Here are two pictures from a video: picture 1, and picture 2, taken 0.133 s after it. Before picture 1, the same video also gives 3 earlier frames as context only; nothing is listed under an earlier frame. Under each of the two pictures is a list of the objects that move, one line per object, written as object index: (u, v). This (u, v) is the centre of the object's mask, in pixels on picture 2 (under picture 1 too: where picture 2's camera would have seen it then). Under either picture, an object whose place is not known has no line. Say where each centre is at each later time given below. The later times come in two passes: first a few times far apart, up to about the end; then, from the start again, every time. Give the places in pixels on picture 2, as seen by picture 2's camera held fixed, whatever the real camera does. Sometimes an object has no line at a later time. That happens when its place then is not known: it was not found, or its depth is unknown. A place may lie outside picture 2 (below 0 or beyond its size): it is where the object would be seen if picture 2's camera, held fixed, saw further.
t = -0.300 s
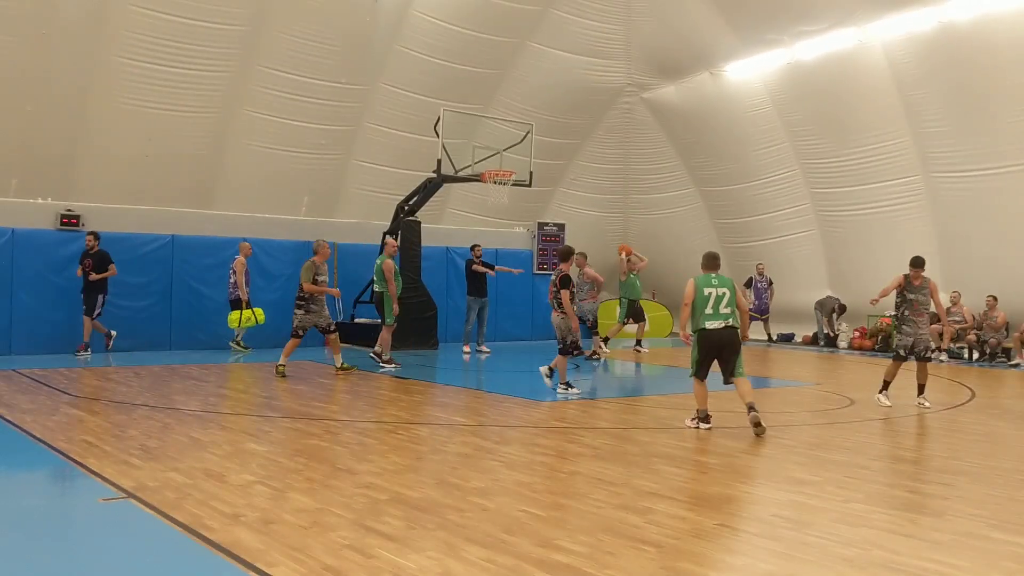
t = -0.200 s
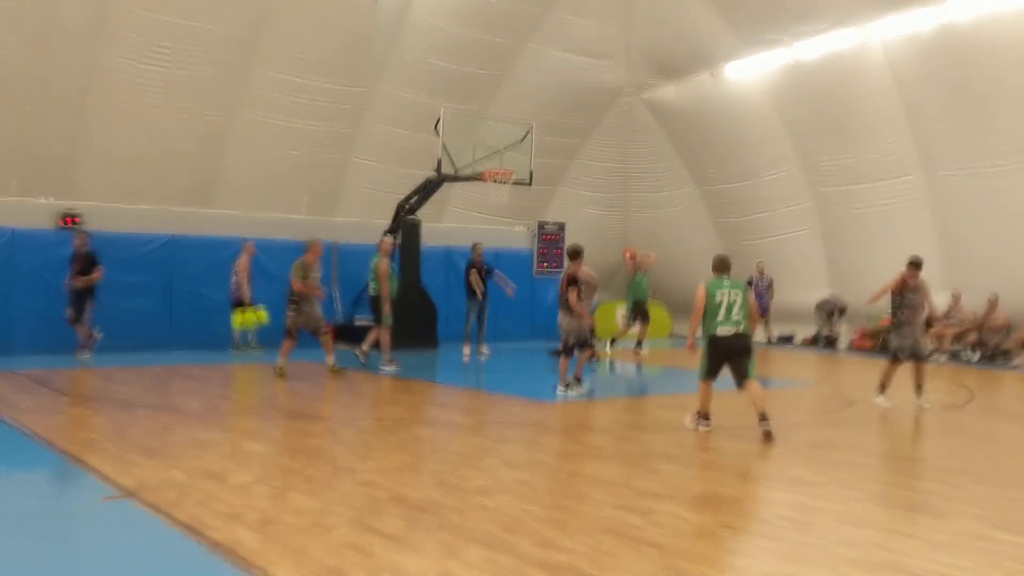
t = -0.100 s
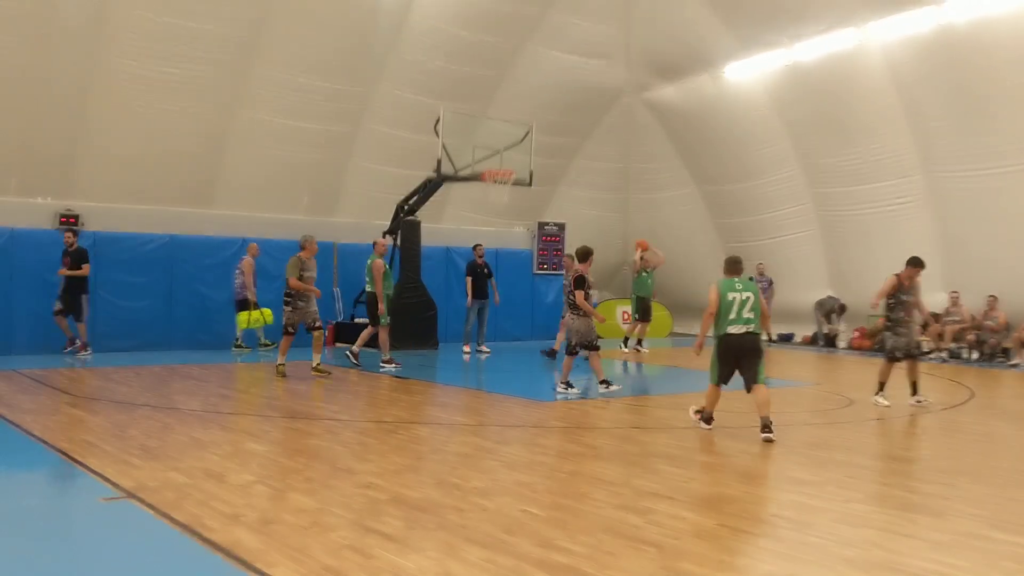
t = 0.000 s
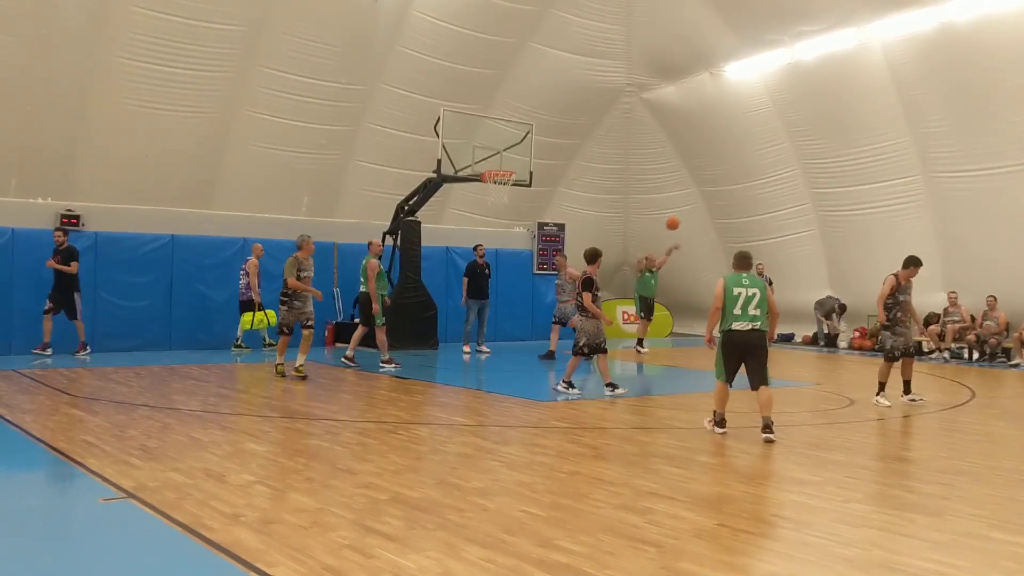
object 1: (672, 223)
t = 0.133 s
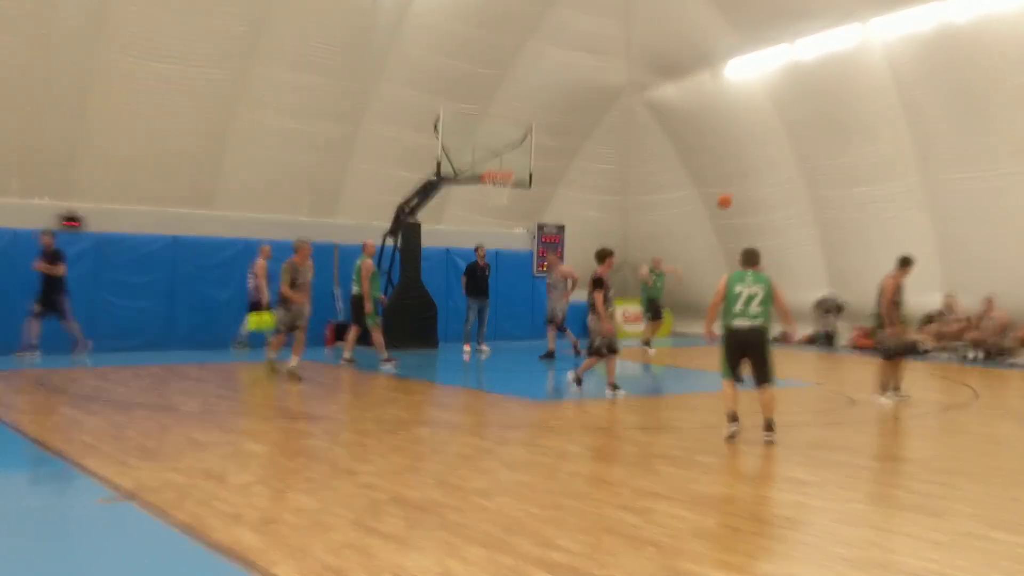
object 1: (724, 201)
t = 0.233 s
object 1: (767, 188)
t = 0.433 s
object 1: (861, 182)
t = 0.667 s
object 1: (990, 209)
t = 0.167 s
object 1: (737, 197)
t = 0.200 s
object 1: (752, 193)
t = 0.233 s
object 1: (767, 188)
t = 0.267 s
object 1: (782, 186)
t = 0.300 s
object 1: (797, 184)
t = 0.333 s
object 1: (813, 182)
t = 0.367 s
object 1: (828, 182)
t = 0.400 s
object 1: (844, 181)
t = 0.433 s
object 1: (861, 182)
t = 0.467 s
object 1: (879, 183)
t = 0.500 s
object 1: (896, 185)
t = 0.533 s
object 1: (914, 188)
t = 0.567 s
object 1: (932, 192)
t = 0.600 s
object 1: (952, 196)
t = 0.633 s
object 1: (970, 202)
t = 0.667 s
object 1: (990, 209)
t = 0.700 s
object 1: (1011, 217)
